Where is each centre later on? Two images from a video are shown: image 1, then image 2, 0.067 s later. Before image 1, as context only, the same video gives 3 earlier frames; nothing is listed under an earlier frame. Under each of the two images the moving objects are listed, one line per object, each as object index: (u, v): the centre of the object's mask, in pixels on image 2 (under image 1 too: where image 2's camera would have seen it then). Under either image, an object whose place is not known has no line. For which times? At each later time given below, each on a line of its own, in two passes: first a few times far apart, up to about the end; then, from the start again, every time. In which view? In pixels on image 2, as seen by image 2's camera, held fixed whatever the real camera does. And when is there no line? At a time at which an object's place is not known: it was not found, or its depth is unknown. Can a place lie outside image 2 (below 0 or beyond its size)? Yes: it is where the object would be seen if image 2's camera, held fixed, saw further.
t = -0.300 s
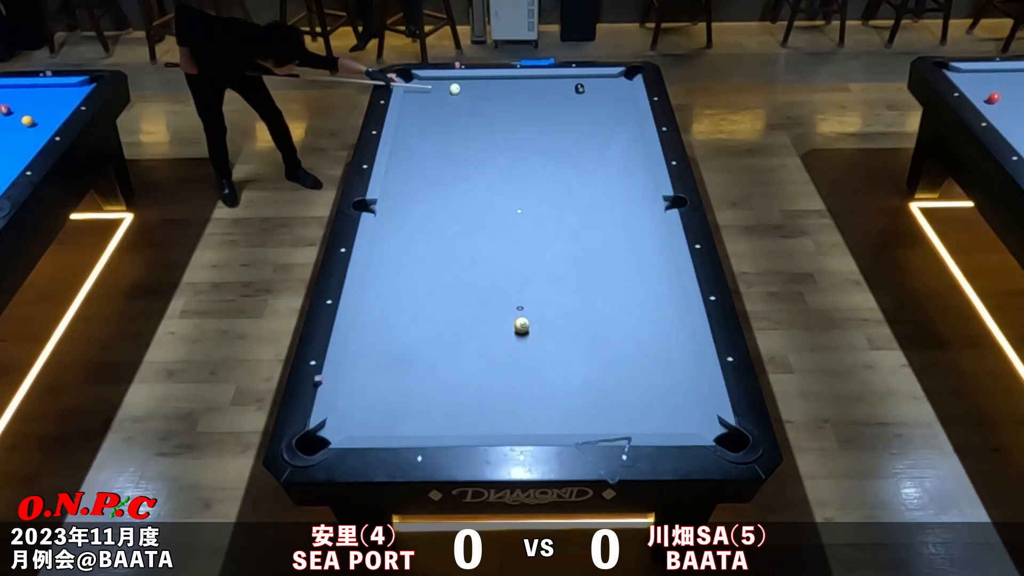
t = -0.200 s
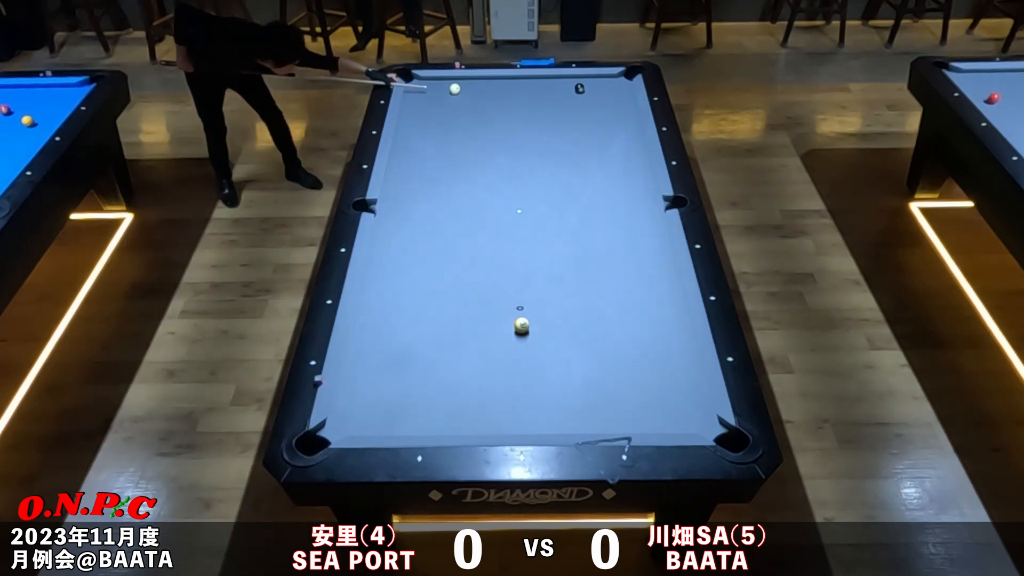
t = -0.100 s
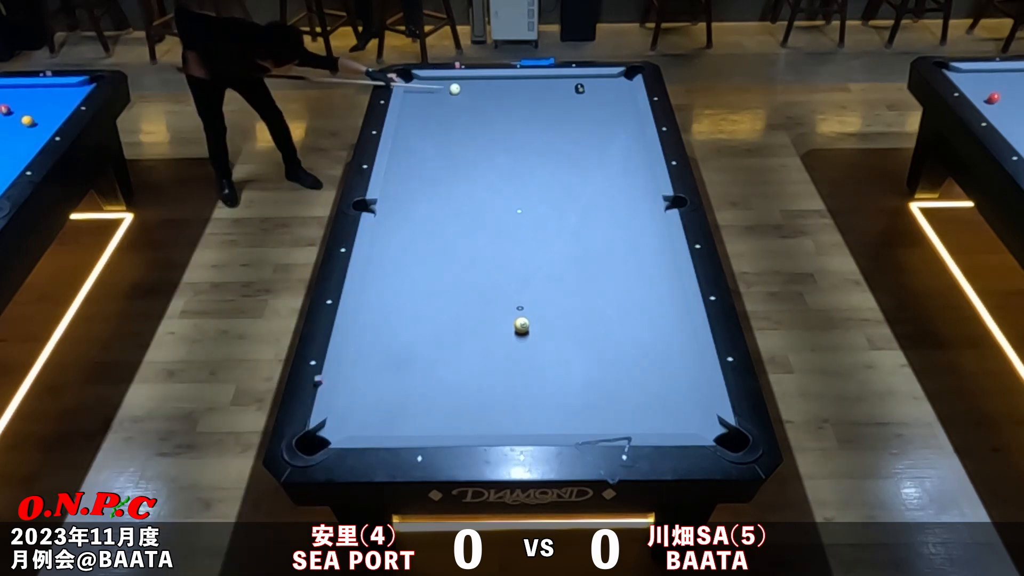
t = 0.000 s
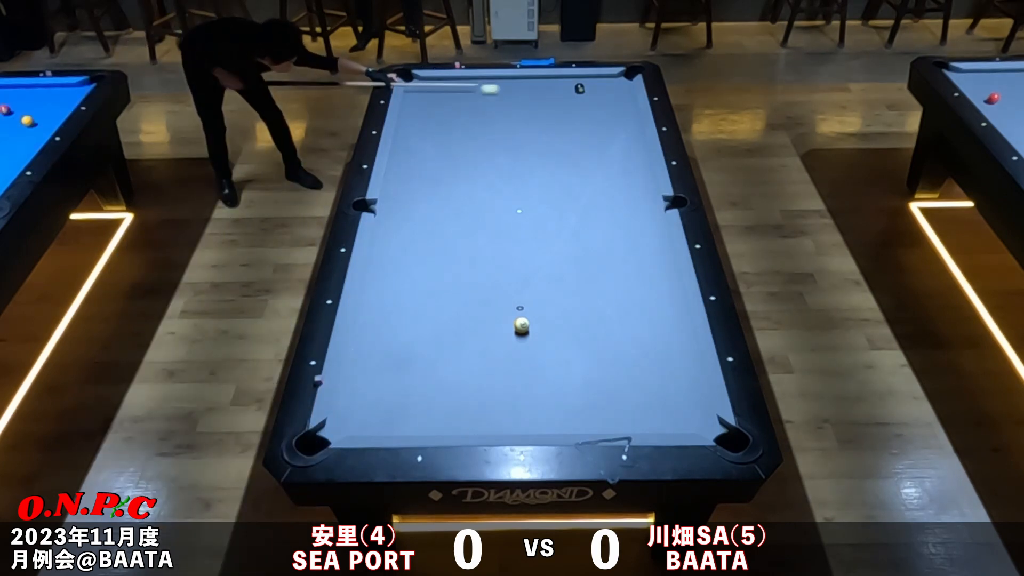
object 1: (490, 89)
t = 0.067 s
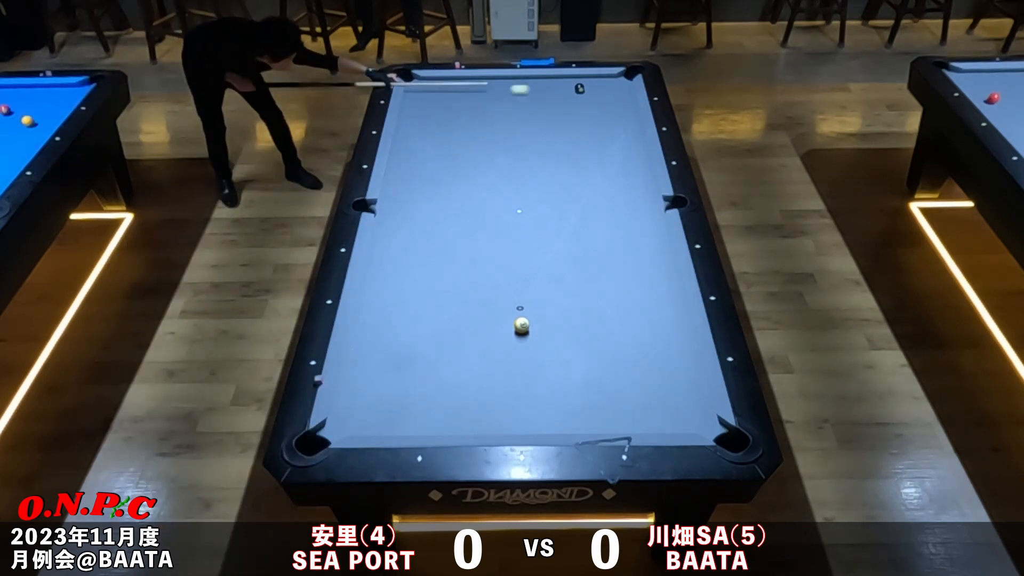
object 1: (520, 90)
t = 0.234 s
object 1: (576, 94)
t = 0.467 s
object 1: (617, 110)
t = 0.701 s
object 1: (622, 122)
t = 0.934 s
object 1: (600, 132)
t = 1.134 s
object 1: (581, 140)
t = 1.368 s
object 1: (560, 149)
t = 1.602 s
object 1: (538, 158)
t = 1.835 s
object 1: (516, 168)
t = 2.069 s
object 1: (495, 177)
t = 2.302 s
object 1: (474, 185)
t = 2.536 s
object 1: (454, 194)
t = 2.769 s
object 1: (433, 202)
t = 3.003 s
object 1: (414, 211)
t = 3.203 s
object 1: (397, 218)
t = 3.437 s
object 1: (379, 225)
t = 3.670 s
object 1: (387, 230)
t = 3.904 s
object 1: (395, 234)
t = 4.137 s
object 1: (402, 237)
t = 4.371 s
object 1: (409, 241)
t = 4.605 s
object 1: (414, 244)
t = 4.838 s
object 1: (419, 246)
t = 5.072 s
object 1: (423, 248)
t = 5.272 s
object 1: (426, 250)
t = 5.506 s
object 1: (428, 251)
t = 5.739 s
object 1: (429, 252)
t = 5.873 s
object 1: (430, 252)
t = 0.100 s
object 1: (534, 90)
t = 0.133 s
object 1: (549, 90)
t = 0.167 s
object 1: (564, 90)
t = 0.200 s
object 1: (572, 92)
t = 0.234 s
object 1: (576, 94)
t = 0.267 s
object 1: (581, 97)
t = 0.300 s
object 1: (586, 99)
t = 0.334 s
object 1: (591, 101)
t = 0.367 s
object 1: (598, 104)
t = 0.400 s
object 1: (604, 106)
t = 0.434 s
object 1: (611, 108)
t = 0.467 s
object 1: (617, 110)
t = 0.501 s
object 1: (624, 112)
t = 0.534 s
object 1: (631, 115)
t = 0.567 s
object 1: (635, 117)
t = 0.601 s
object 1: (631, 118)
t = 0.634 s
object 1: (628, 120)
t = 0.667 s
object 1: (625, 121)
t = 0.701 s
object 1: (622, 122)
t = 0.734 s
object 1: (619, 124)
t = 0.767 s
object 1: (616, 125)
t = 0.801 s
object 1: (612, 126)
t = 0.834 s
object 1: (609, 128)
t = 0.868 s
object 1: (606, 129)
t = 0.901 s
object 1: (603, 131)
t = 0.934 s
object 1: (600, 132)
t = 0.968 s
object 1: (597, 133)
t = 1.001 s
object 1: (594, 135)
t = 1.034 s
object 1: (591, 136)
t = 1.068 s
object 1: (587, 137)
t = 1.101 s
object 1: (584, 139)
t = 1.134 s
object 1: (581, 140)
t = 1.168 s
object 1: (578, 141)
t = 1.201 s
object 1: (575, 143)
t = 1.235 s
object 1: (572, 144)
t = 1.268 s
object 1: (569, 145)
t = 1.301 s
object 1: (566, 147)
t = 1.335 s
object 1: (563, 148)
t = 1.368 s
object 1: (560, 149)
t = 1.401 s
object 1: (556, 151)
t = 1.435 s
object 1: (553, 152)
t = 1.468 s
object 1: (550, 153)
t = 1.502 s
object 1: (547, 155)
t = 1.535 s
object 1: (544, 156)
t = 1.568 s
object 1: (541, 157)
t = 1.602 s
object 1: (538, 158)
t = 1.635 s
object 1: (535, 160)
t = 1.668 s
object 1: (532, 161)
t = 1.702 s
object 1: (529, 162)
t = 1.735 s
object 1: (526, 164)
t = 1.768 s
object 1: (523, 165)
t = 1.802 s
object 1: (519, 166)
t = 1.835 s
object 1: (516, 168)
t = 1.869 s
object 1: (513, 169)
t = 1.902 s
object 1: (510, 170)
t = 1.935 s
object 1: (507, 171)
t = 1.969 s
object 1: (504, 173)
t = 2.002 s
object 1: (501, 174)
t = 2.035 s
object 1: (498, 175)
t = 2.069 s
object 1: (495, 177)
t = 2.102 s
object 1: (492, 178)
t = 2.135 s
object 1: (489, 179)
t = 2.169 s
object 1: (486, 180)
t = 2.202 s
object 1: (483, 181)
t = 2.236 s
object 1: (480, 183)
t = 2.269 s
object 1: (477, 184)
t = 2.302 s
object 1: (474, 185)
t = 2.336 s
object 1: (471, 186)
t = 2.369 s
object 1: (468, 188)
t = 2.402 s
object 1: (466, 189)
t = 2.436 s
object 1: (462, 190)
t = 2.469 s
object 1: (459, 191)
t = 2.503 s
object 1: (457, 192)
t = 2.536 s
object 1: (454, 194)
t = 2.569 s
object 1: (451, 195)
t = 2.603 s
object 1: (448, 196)
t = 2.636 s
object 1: (445, 197)
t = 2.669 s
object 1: (442, 199)
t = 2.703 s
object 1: (439, 200)
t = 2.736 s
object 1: (436, 201)
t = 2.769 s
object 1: (433, 202)
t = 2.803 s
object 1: (431, 204)
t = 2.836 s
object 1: (428, 205)
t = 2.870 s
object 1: (425, 206)
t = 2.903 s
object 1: (422, 207)
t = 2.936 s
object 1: (419, 208)
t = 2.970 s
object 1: (416, 210)
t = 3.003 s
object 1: (414, 211)
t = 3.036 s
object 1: (411, 212)
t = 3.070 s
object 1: (408, 213)
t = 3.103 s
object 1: (405, 214)
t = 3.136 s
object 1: (402, 215)
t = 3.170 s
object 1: (400, 216)
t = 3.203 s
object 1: (397, 218)
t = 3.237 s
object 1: (394, 219)
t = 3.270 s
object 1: (391, 220)
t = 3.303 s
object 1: (389, 221)
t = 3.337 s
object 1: (386, 222)
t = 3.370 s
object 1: (383, 223)
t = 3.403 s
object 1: (381, 224)
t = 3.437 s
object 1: (379, 225)
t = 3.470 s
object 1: (380, 226)
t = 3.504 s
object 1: (381, 227)
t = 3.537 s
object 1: (382, 227)
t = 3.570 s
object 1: (383, 228)
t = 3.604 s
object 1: (385, 228)
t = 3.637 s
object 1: (386, 229)
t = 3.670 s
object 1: (387, 230)
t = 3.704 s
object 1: (388, 230)
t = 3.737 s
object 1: (389, 231)
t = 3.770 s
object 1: (390, 232)
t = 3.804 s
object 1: (392, 232)
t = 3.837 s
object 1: (393, 233)
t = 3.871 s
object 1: (394, 233)
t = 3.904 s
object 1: (395, 234)
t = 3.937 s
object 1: (396, 234)
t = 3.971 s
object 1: (397, 235)
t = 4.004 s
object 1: (398, 235)
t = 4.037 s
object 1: (399, 236)
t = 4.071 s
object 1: (400, 236)
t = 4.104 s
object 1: (401, 237)
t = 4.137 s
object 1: (402, 237)
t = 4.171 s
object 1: (403, 238)
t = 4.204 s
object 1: (404, 238)
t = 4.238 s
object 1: (405, 239)
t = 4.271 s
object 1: (406, 239)
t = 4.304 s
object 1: (407, 240)
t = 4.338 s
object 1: (408, 240)
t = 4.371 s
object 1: (409, 241)
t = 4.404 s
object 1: (410, 241)
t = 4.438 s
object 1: (410, 242)
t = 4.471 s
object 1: (411, 242)
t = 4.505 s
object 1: (412, 242)
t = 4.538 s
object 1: (413, 243)
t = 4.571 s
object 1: (414, 243)
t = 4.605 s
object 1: (414, 244)
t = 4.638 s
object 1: (415, 244)
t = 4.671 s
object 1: (416, 245)
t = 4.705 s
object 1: (417, 245)
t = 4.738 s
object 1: (417, 245)
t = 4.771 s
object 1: (418, 246)
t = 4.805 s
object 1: (419, 246)
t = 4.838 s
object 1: (419, 246)
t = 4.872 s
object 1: (420, 247)
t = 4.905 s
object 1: (420, 247)
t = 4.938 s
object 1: (421, 247)
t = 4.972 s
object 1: (422, 248)
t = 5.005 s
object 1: (422, 248)
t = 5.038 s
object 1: (423, 248)
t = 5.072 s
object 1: (423, 248)
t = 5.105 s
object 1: (424, 249)
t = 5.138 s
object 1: (424, 249)
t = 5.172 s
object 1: (425, 249)
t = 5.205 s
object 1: (425, 249)
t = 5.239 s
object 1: (425, 250)
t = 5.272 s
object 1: (426, 250)
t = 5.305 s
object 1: (426, 250)
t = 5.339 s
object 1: (426, 250)
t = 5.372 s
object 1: (427, 250)
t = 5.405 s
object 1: (427, 251)
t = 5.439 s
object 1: (427, 251)
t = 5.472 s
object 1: (428, 251)
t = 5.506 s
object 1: (428, 251)
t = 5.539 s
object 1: (428, 251)
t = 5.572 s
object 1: (428, 251)
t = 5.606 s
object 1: (429, 251)
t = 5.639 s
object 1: (429, 252)
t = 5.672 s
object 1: (429, 252)
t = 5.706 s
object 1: (429, 252)
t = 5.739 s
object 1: (429, 252)
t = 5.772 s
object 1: (429, 252)
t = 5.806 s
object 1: (429, 252)
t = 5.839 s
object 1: (430, 252)
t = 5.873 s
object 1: (430, 252)
